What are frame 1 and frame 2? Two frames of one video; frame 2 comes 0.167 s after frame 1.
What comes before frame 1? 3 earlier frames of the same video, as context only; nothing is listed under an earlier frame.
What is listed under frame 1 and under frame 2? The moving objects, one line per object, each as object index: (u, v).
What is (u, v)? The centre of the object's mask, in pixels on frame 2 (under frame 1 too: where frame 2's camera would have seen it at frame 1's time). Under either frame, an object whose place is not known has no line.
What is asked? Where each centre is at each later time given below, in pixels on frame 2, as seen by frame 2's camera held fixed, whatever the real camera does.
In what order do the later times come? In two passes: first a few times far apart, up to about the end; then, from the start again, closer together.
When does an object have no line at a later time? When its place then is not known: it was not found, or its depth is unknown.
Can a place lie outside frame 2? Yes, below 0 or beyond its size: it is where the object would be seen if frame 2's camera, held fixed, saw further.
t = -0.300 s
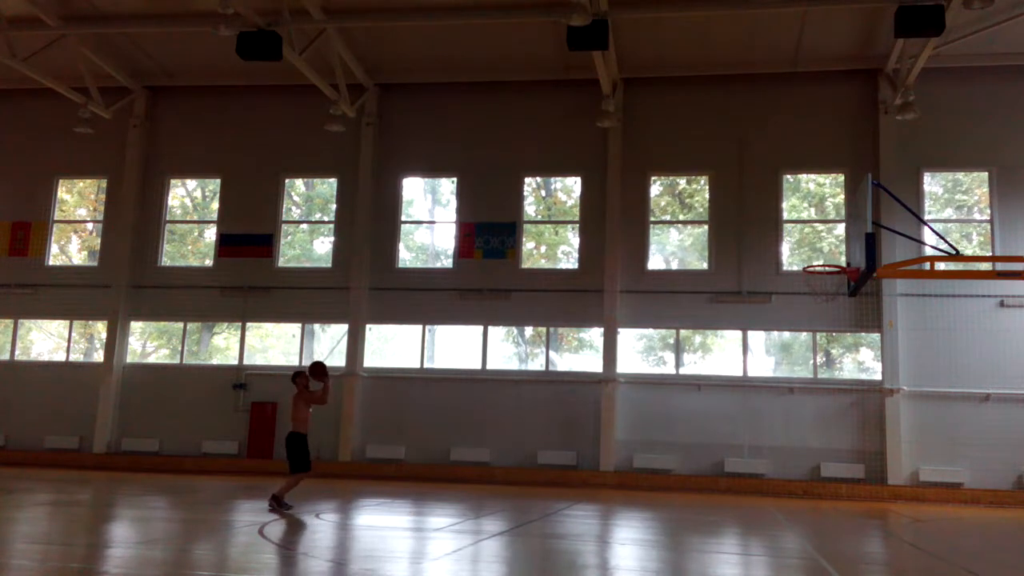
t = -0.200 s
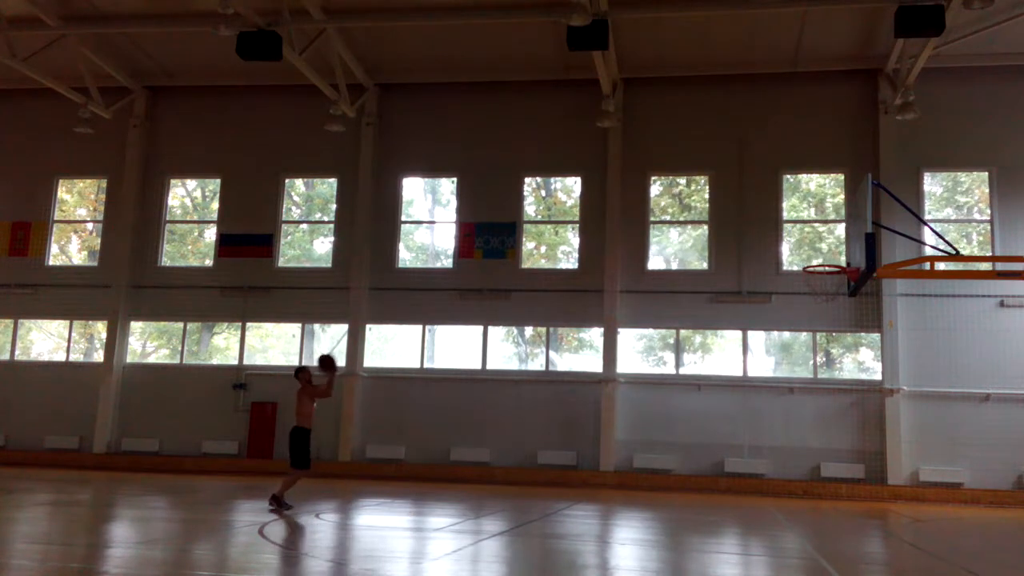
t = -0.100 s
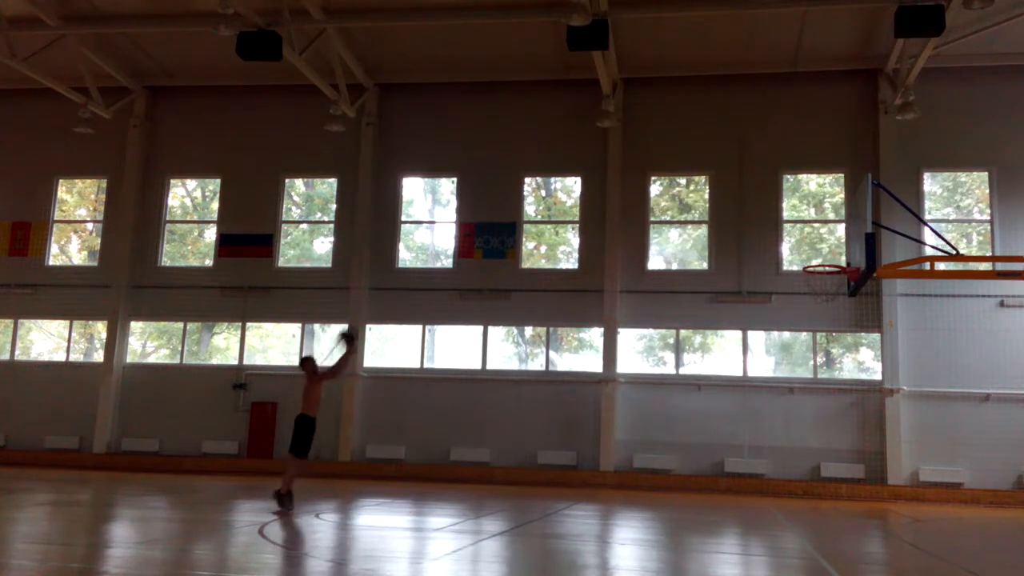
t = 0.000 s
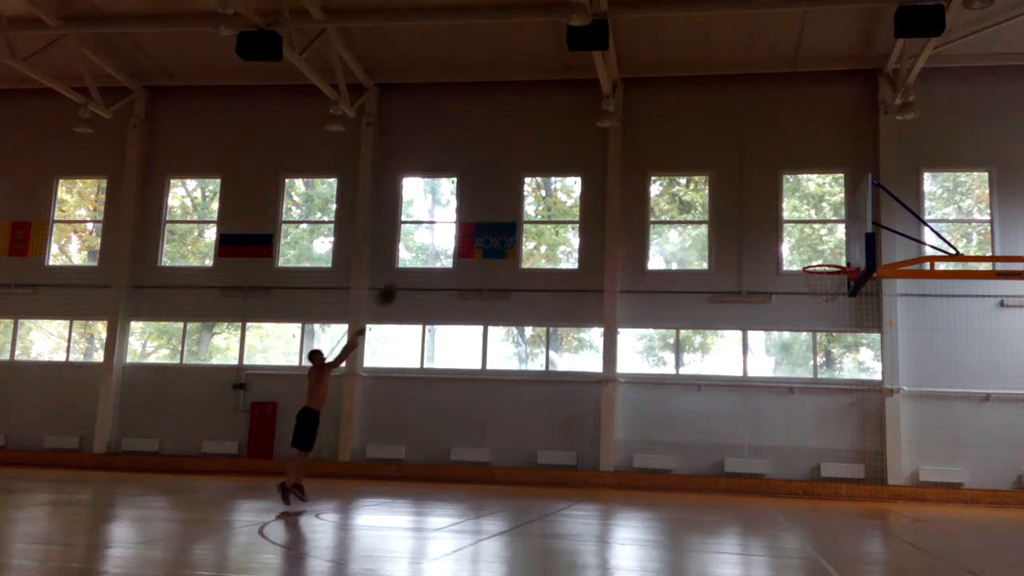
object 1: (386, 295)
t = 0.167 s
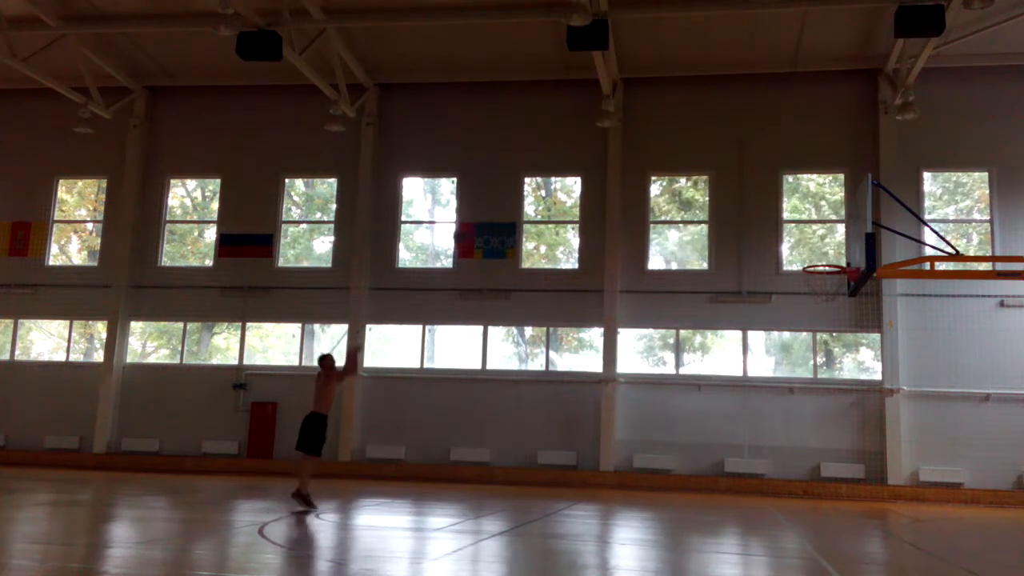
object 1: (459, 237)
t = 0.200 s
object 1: (466, 224)
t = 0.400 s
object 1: (550, 190)
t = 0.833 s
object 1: (734, 205)
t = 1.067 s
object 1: (832, 271)
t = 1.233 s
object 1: (829, 298)
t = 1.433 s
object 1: (811, 339)
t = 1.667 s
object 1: (791, 427)
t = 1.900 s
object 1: (771, 496)
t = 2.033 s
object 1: (754, 454)
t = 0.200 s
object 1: (466, 224)
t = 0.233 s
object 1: (484, 218)
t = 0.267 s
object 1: (498, 211)
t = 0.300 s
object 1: (511, 205)
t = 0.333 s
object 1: (523, 198)
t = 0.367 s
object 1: (540, 192)
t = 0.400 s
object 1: (550, 190)
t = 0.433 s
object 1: (566, 185)
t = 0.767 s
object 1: (707, 193)
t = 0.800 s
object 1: (720, 197)
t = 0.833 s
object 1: (734, 205)
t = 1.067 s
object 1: (832, 271)
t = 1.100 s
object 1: (837, 279)
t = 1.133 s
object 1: (837, 286)
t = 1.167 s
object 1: (836, 291)
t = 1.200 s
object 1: (833, 294)
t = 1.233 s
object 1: (829, 298)
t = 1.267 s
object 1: (826, 303)
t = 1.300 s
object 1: (823, 309)
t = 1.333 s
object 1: (820, 315)
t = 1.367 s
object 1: (817, 321)
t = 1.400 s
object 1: (814, 329)
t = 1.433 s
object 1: (811, 339)
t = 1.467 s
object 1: (808, 349)
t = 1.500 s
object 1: (805, 360)
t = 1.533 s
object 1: (801, 372)
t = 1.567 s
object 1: (799, 385)
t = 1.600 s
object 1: (796, 397)
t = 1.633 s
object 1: (794, 412)
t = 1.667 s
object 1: (791, 427)
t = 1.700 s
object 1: (789, 443)
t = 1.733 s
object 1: (786, 460)
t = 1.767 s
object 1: (784, 477)
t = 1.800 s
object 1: (782, 498)
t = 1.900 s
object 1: (771, 496)
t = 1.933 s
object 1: (767, 485)
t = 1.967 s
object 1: (763, 473)
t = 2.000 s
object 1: (758, 463)
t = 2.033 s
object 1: (754, 454)
